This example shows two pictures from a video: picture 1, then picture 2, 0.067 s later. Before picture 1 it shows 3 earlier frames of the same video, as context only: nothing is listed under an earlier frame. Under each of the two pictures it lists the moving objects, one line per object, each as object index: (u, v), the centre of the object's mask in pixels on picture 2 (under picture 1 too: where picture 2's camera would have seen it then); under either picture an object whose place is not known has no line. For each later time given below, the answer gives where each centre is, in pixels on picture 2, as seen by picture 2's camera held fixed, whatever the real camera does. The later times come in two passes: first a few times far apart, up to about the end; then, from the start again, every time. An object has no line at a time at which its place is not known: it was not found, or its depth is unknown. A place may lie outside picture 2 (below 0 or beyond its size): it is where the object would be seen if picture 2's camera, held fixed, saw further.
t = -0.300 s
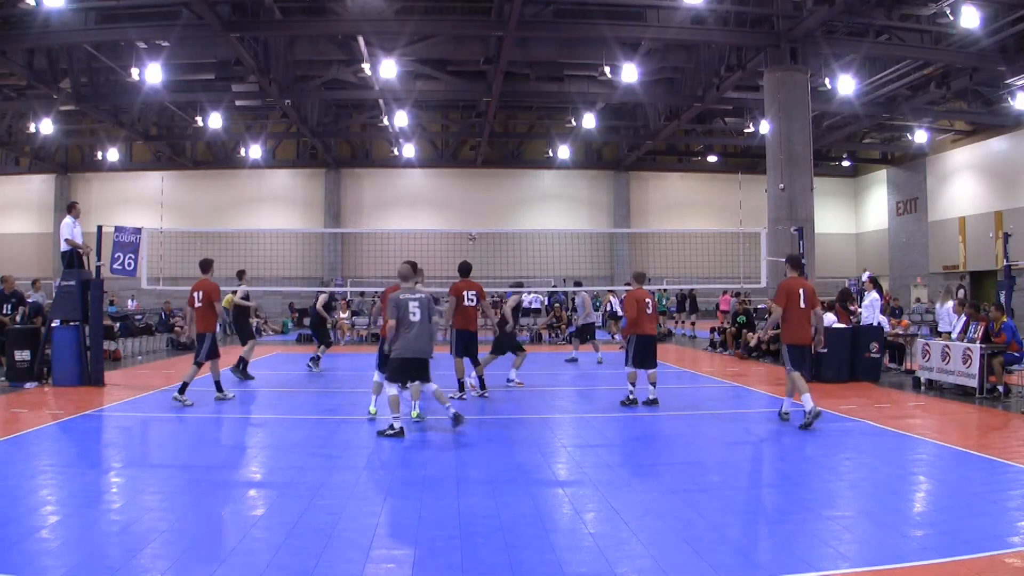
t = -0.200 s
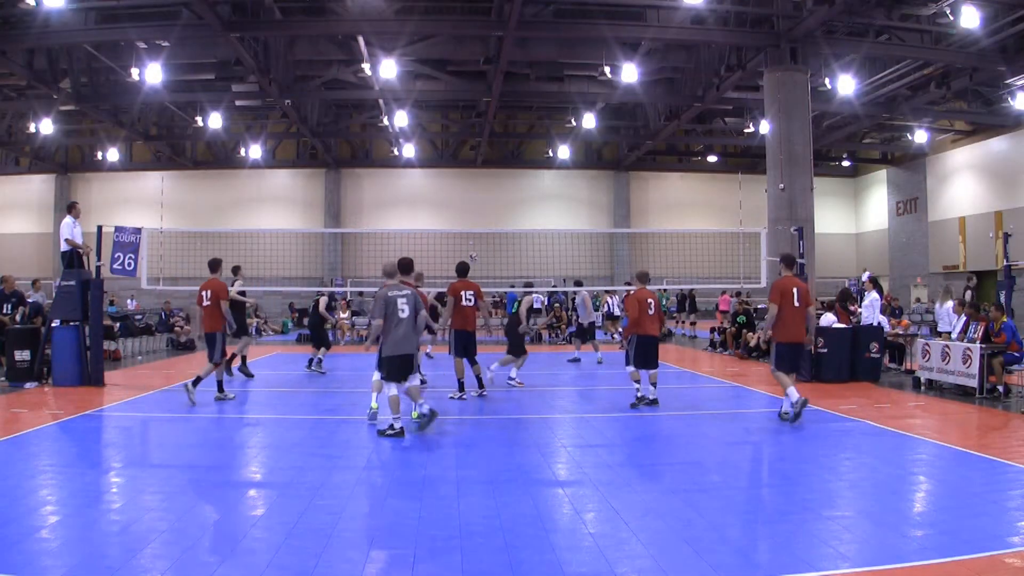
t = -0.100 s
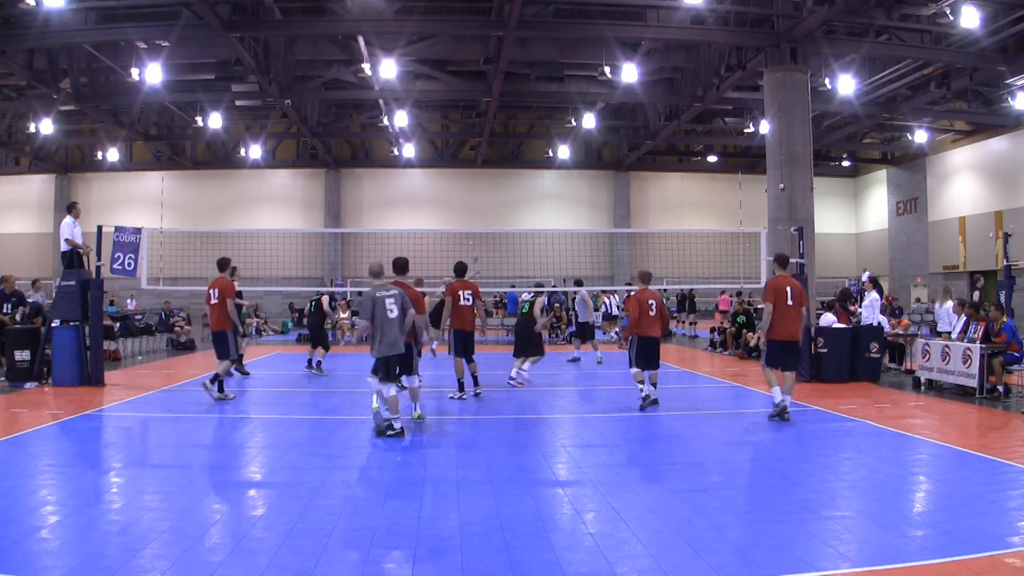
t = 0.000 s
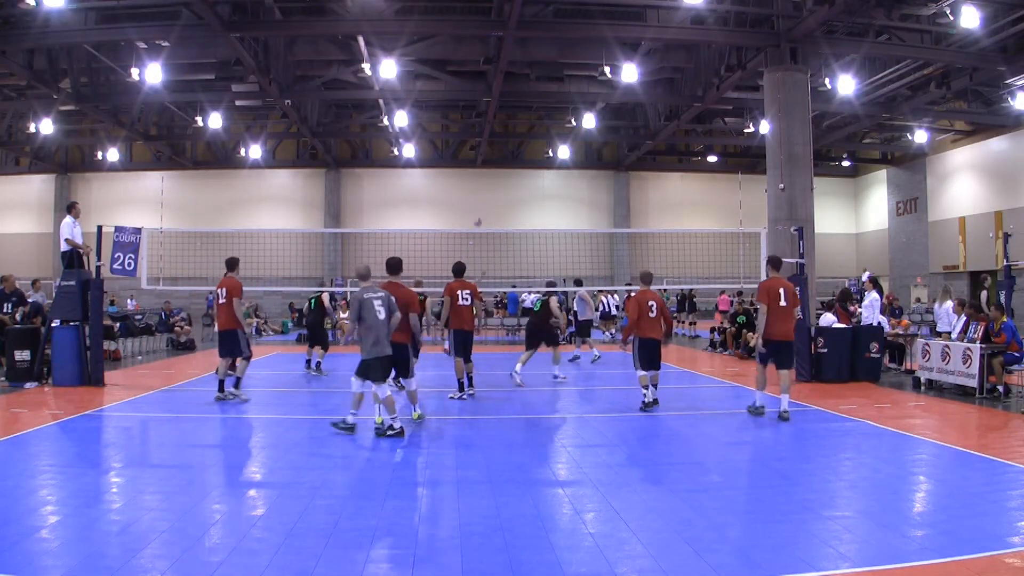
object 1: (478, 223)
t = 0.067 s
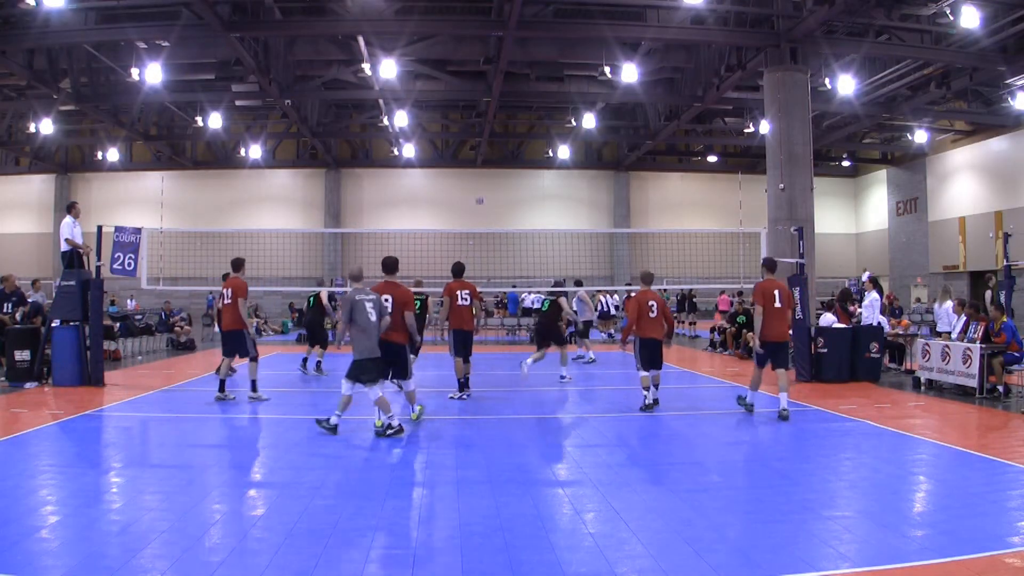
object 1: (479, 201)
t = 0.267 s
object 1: (484, 143)
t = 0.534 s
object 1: (489, 89)
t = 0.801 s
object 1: (494, 65)
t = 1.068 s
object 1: (499, 73)
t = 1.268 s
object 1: (503, 105)
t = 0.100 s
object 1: (480, 190)
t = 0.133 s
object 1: (481, 179)
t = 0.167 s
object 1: (482, 168)
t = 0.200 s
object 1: (482, 160)
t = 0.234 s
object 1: (482, 151)
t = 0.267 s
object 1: (484, 143)
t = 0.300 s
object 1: (484, 134)
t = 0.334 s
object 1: (485, 127)
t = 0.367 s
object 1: (486, 120)
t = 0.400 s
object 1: (486, 112)
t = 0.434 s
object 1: (487, 106)
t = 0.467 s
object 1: (488, 100)
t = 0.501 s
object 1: (488, 94)
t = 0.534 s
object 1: (489, 89)
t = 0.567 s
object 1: (489, 84)
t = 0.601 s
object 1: (490, 80)
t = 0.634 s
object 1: (491, 76)
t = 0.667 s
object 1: (491, 73)
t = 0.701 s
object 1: (492, 70)
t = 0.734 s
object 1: (493, 68)
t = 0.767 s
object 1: (493, 66)
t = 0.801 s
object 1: (494, 65)
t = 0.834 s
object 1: (494, 64)
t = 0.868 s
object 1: (495, 63)
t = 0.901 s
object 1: (496, 63)
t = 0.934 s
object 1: (496, 64)
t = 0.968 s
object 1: (497, 65)
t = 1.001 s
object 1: (498, 67)
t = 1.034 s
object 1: (498, 70)
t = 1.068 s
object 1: (499, 73)
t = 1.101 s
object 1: (500, 76)
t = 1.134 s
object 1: (501, 80)
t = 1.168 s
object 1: (501, 85)
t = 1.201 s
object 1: (502, 92)
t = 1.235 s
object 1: (503, 98)
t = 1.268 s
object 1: (503, 105)
